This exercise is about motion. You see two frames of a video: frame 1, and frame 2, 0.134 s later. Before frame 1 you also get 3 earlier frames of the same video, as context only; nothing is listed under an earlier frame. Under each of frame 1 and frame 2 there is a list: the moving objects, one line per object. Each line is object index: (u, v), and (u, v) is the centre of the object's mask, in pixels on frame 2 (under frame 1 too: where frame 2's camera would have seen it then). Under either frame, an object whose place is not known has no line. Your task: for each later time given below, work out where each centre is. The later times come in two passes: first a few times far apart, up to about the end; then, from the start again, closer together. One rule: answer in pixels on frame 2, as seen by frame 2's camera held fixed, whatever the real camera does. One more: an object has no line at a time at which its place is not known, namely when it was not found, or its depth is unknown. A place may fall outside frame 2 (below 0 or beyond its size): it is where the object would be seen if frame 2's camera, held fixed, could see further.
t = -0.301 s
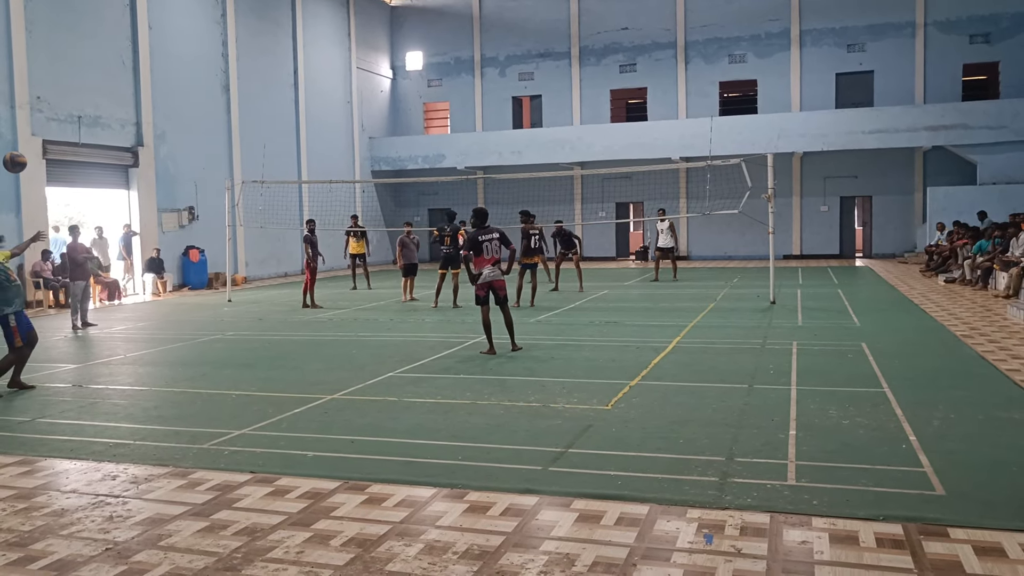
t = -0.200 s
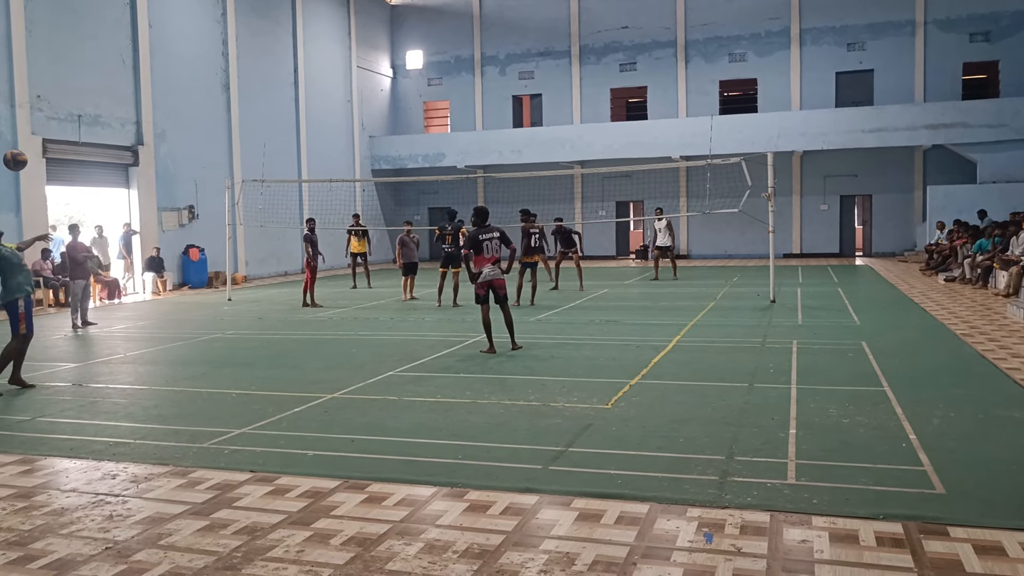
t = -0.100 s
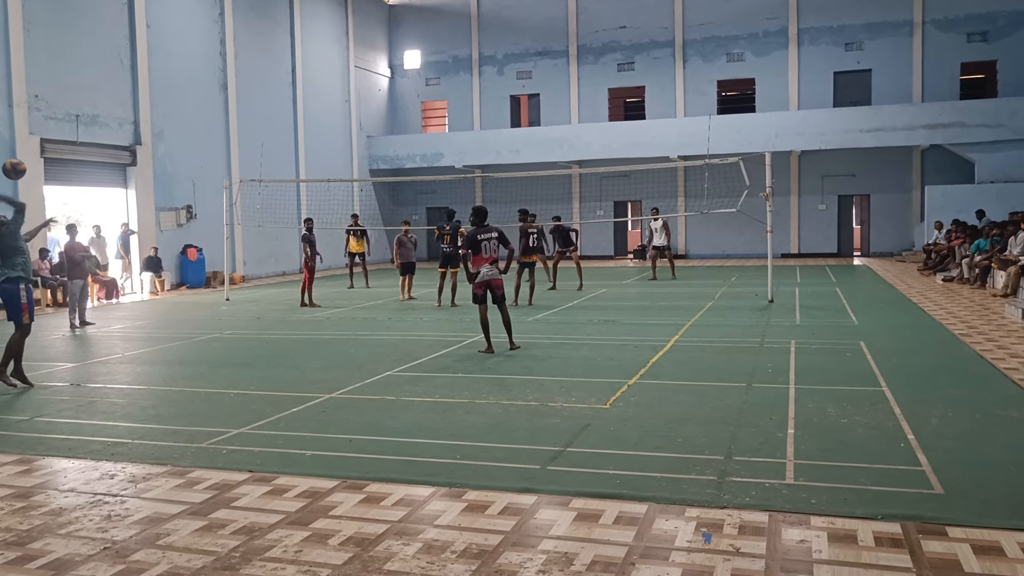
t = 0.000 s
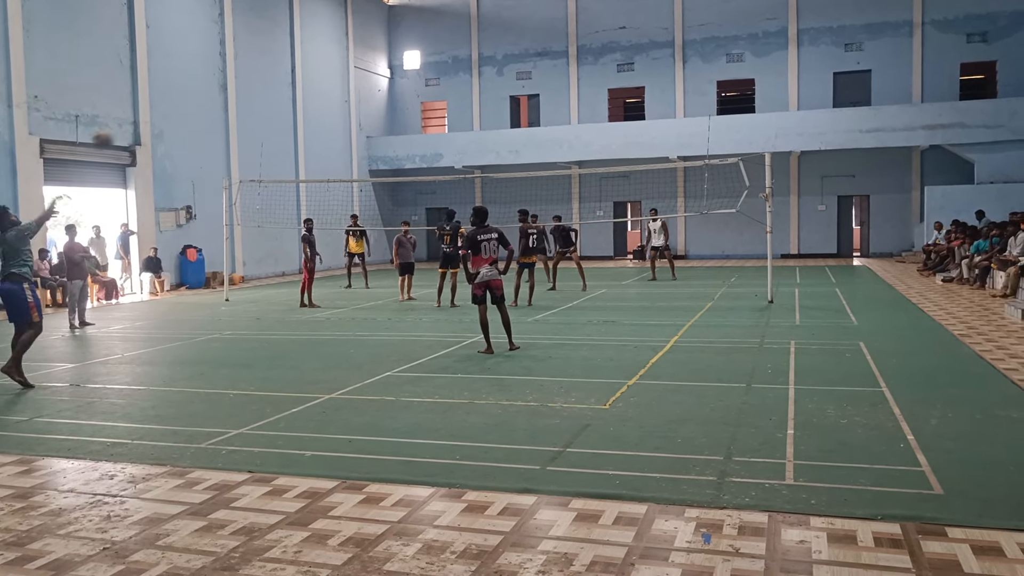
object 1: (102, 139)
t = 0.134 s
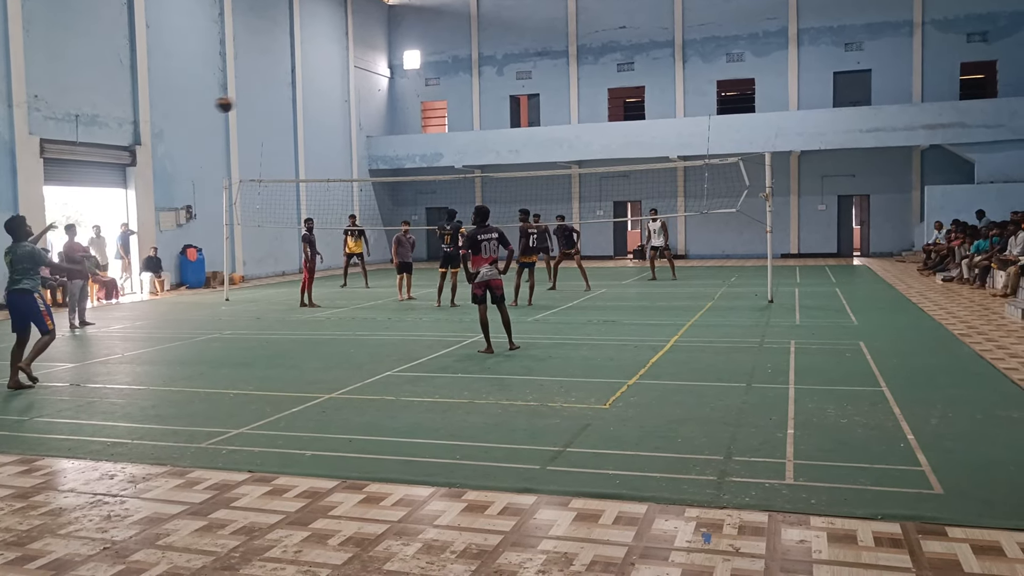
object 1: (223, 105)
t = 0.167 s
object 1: (250, 98)
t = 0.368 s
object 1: (369, 89)
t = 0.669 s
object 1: (482, 124)
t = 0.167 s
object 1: (250, 98)
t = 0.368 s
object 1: (369, 89)
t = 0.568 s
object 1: (451, 108)
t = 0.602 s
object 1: (462, 113)
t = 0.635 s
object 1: (472, 119)
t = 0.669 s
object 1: (482, 124)
